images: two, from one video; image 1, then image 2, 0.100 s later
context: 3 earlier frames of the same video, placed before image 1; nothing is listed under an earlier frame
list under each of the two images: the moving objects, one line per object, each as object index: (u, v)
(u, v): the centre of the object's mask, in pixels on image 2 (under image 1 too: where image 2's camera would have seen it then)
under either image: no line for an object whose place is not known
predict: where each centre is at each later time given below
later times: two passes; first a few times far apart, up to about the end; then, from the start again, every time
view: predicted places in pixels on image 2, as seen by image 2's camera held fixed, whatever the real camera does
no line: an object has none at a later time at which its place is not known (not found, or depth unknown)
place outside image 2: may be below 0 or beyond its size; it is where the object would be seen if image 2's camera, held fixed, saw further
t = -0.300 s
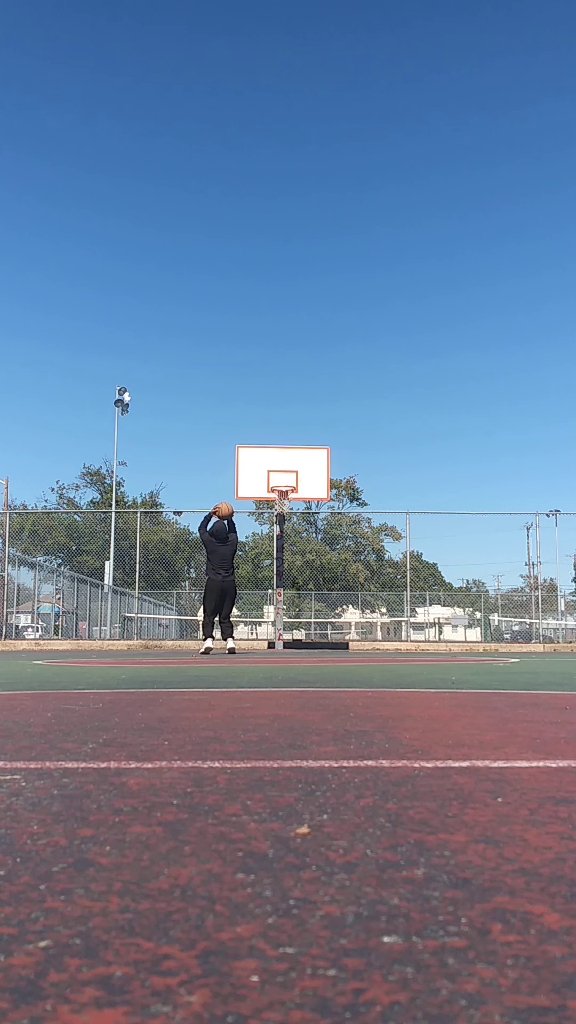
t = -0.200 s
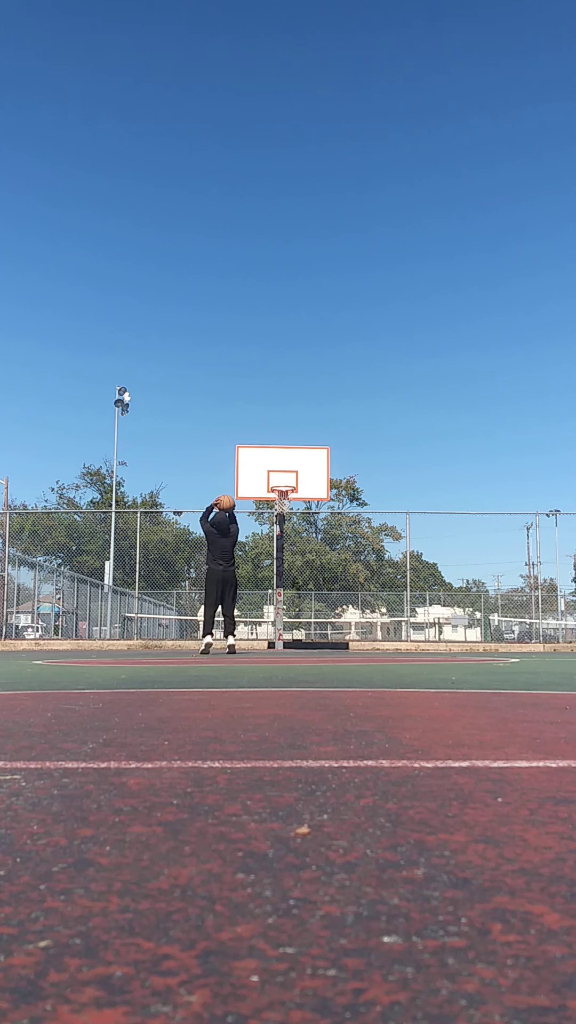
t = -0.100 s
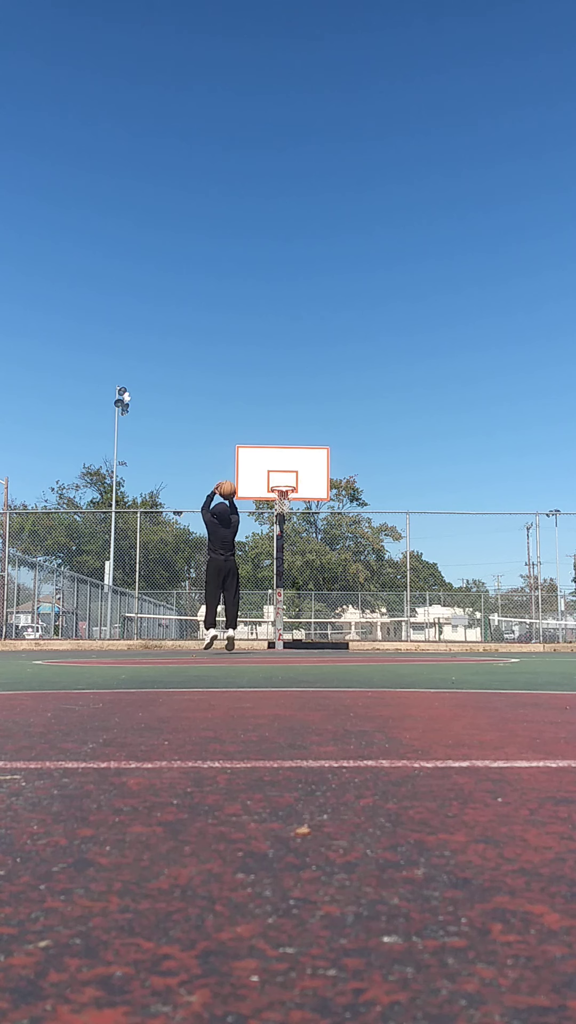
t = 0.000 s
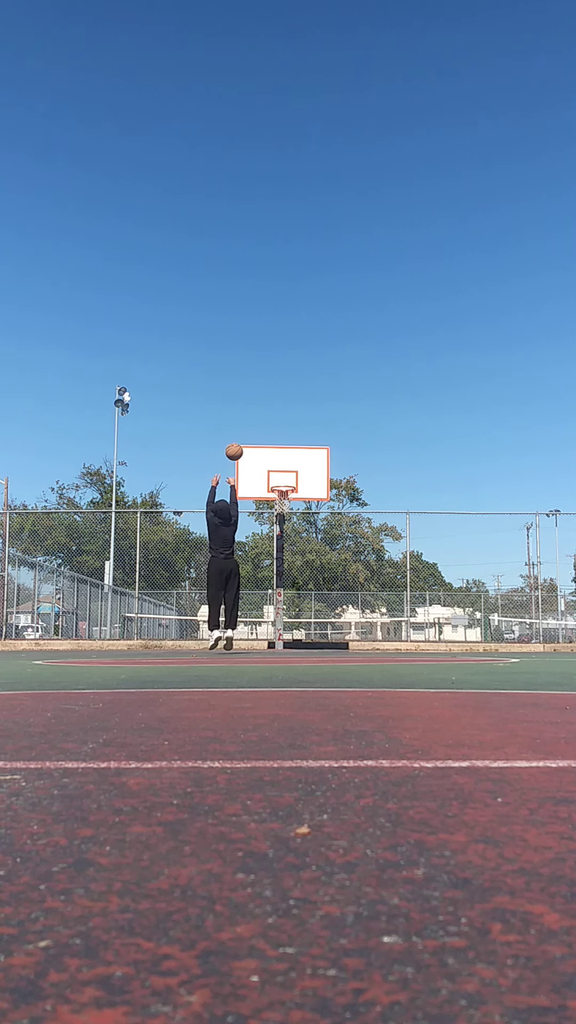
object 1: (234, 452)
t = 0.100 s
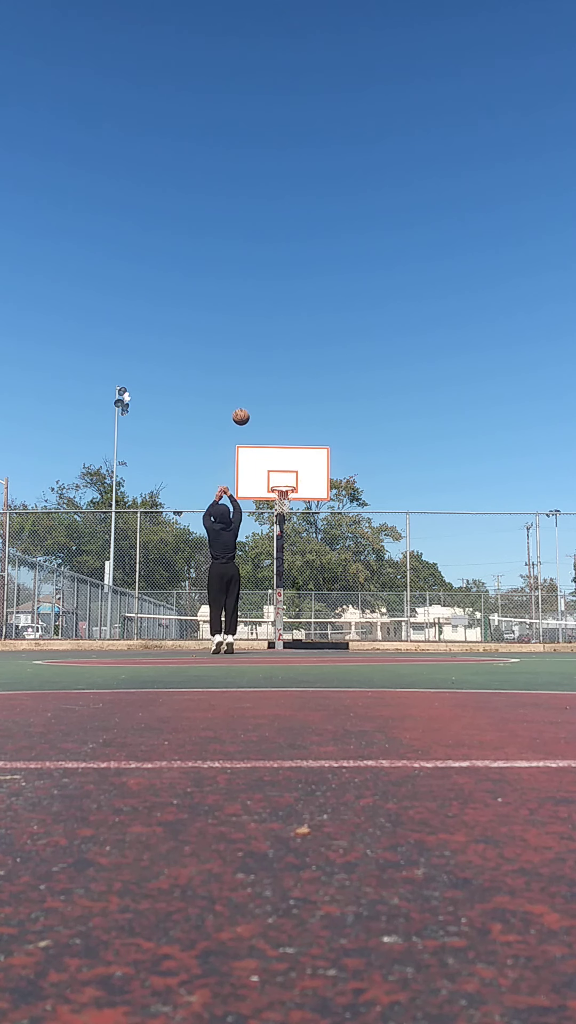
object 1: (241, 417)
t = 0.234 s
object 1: (249, 385)
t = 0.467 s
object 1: (260, 362)
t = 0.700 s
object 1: (269, 372)
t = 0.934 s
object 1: (277, 409)
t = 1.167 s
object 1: (284, 465)
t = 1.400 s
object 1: (285, 471)
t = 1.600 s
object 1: (284, 472)
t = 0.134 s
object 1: (243, 407)
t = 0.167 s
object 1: (245, 399)
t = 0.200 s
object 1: (247, 391)
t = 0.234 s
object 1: (249, 385)
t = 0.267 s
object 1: (250, 379)
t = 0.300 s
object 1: (252, 374)
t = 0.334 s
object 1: (254, 370)
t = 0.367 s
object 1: (255, 367)
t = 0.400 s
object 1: (257, 365)
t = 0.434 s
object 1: (258, 363)
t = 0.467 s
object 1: (260, 362)
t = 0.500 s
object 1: (261, 362)
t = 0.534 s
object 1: (262, 362)
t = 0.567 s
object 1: (264, 363)
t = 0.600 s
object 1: (265, 364)
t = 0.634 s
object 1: (266, 366)
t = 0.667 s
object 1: (268, 369)
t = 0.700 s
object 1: (269, 372)
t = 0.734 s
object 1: (270, 376)
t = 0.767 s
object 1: (271, 380)
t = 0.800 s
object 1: (273, 385)
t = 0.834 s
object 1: (274, 390)
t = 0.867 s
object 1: (275, 396)
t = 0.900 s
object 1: (276, 402)
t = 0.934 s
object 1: (277, 409)
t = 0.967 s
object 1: (278, 415)
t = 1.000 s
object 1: (279, 423)
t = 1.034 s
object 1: (280, 430)
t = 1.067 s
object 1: (282, 438)
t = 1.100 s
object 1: (283, 447)
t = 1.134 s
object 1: (284, 456)
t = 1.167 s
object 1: (284, 465)
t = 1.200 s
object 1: (286, 475)
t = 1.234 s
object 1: (286, 482)
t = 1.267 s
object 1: (286, 481)
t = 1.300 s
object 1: (286, 478)
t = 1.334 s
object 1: (286, 475)
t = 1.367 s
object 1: (286, 473)
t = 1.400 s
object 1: (285, 471)
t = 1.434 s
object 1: (285, 470)
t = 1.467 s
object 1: (285, 469)
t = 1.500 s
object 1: (285, 469)
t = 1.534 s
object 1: (285, 470)
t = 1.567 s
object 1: (284, 471)
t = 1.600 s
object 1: (284, 472)
